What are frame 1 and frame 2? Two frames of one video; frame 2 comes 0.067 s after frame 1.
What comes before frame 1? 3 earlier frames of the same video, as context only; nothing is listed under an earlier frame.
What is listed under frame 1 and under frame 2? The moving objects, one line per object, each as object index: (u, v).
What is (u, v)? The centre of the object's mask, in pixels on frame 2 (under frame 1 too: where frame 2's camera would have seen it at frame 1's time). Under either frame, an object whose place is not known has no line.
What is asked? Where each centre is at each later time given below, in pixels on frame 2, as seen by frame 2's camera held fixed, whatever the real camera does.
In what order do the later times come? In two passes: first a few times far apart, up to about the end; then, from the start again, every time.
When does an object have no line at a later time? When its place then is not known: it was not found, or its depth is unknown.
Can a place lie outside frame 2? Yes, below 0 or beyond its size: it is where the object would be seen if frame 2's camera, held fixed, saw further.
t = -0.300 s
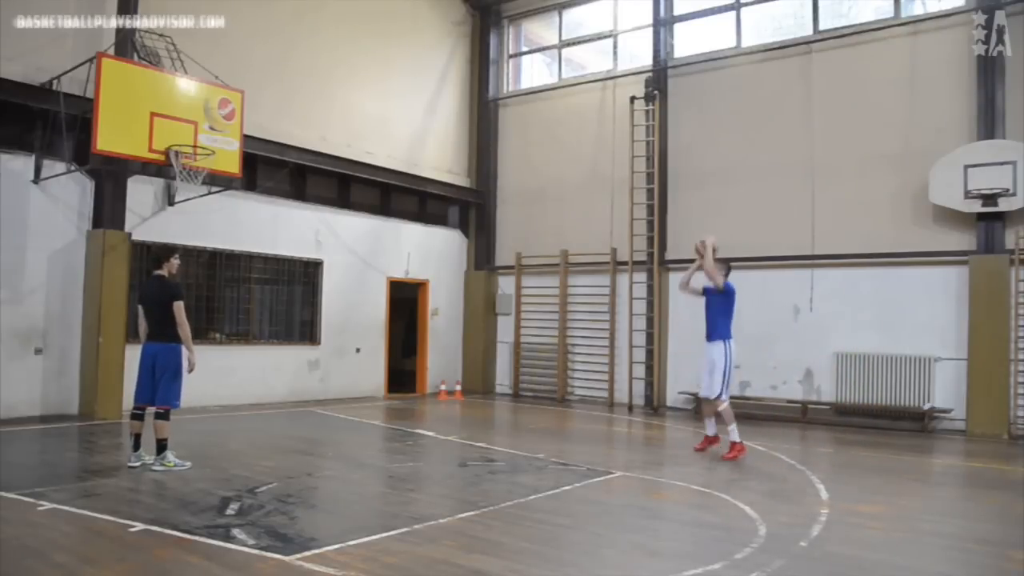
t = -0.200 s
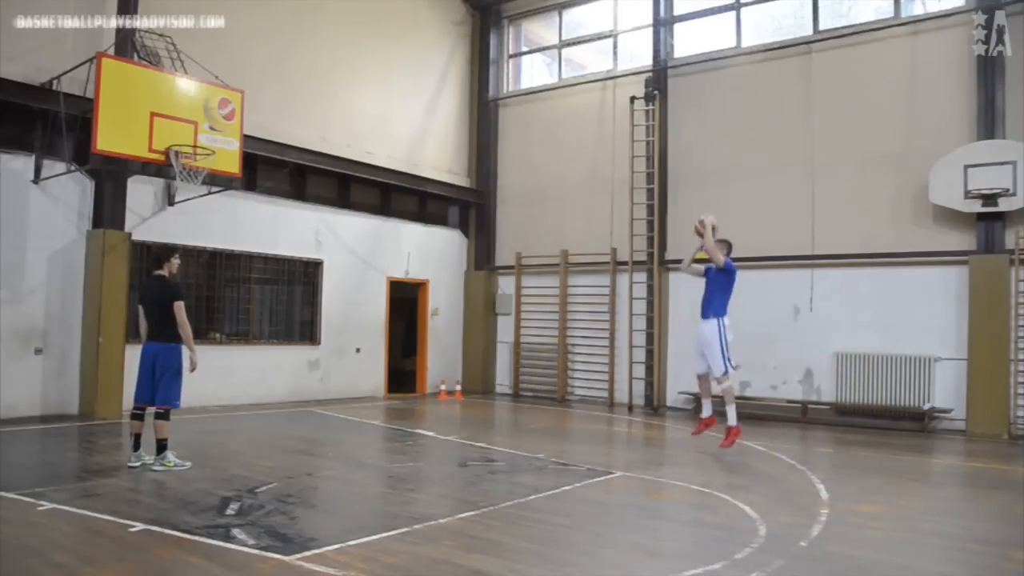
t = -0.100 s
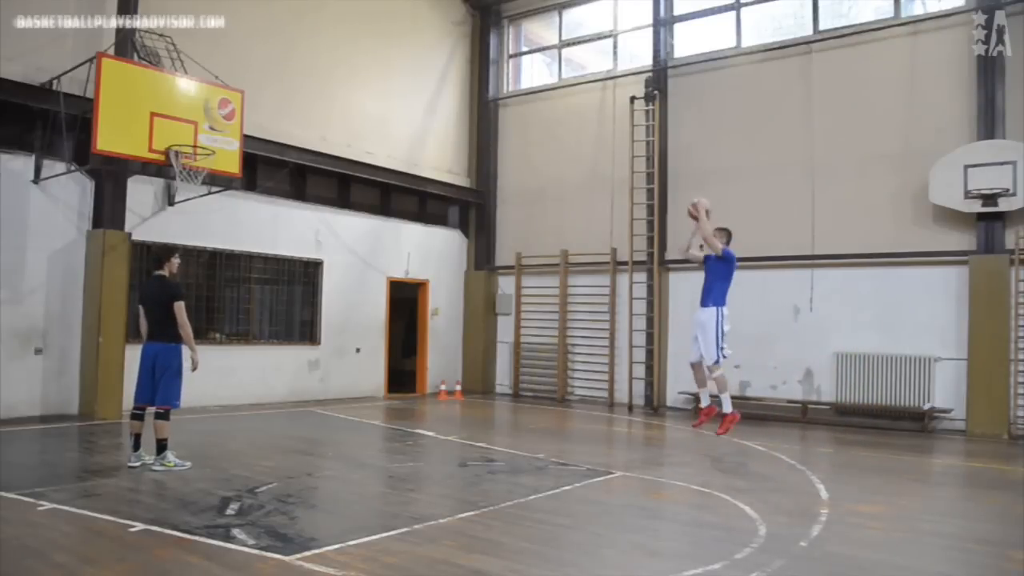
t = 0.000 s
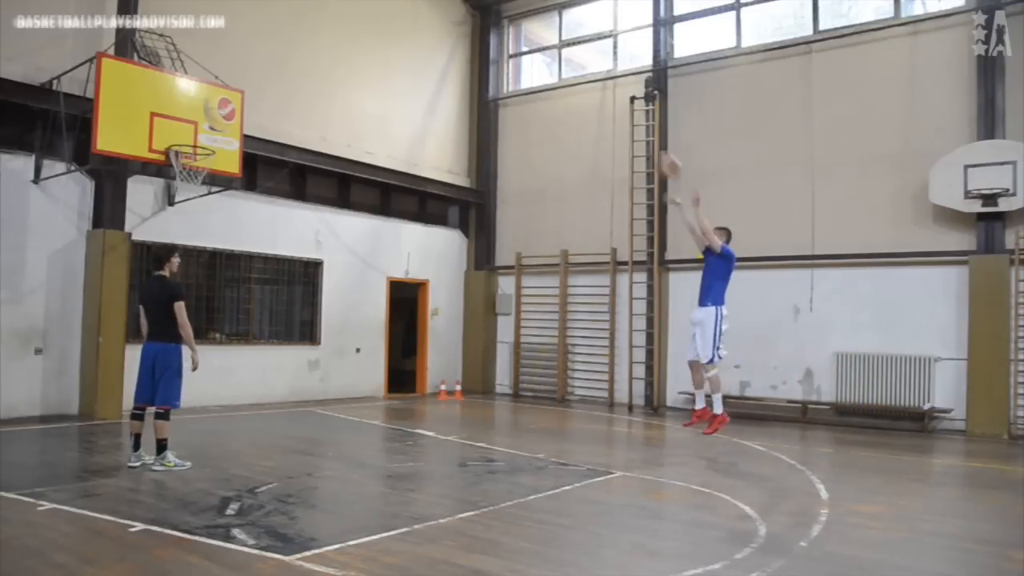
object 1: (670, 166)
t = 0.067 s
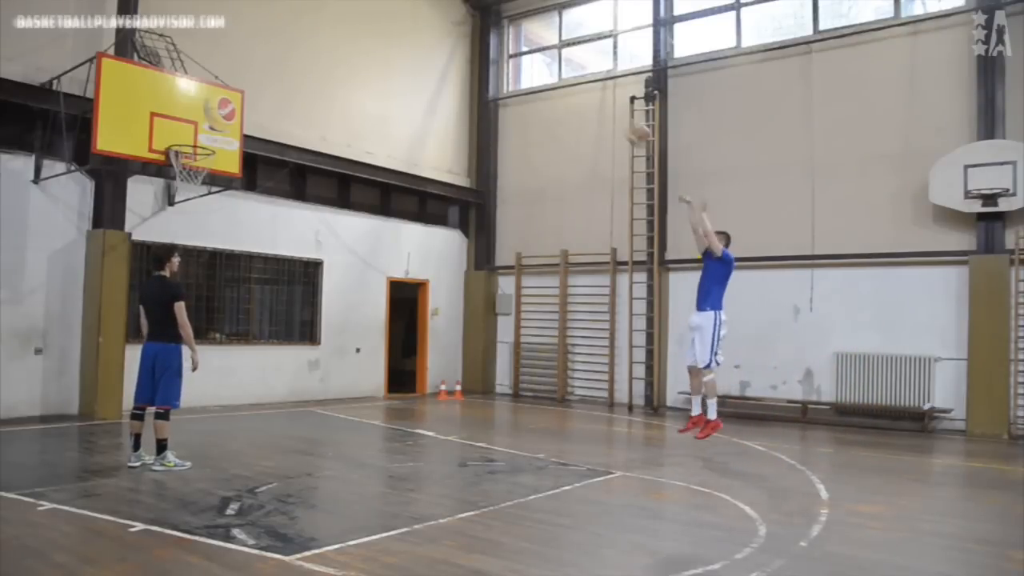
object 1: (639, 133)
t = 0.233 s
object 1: (559, 73)
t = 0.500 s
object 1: (437, 30)
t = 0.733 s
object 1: (332, 44)
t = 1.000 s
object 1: (212, 120)
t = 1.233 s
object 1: (191, 166)
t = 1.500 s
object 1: (199, 210)
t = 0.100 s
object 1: (622, 121)
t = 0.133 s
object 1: (604, 107)
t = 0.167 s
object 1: (589, 94)
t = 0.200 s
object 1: (574, 84)
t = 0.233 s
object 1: (559, 73)
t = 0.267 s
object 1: (543, 64)
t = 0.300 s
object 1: (528, 56)
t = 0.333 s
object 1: (512, 49)
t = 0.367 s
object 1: (497, 40)
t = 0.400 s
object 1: (484, 36)
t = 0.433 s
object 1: (470, 34)
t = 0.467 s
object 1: (455, 31)
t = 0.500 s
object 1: (437, 30)
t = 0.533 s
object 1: (421, 29)
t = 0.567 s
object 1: (407, 28)
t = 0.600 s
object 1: (391, 30)
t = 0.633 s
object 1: (376, 32)
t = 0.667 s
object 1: (361, 35)
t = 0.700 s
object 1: (347, 39)
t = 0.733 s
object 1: (332, 44)
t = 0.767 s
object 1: (316, 50)
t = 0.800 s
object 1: (302, 57)
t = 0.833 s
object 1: (286, 66)
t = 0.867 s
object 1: (272, 75)
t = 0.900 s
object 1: (256, 85)
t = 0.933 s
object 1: (241, 97)
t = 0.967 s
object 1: (226, 109)
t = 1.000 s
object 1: (212, 120)
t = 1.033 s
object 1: (197, 135)
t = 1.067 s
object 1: (186, 142)
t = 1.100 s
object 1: (183, 154)
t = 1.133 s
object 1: (181, 157)
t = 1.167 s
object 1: (185, 161)
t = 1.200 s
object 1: (187, 163)
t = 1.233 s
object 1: (191, 166)
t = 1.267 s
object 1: (191, 175)
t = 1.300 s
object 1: (193, 177)
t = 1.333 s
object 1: (193, 180)
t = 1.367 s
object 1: (194, 187)
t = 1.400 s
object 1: (196, 191)
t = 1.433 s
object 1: (198, 196)
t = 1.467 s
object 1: (198, 203)
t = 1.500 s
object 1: (199, 210)
